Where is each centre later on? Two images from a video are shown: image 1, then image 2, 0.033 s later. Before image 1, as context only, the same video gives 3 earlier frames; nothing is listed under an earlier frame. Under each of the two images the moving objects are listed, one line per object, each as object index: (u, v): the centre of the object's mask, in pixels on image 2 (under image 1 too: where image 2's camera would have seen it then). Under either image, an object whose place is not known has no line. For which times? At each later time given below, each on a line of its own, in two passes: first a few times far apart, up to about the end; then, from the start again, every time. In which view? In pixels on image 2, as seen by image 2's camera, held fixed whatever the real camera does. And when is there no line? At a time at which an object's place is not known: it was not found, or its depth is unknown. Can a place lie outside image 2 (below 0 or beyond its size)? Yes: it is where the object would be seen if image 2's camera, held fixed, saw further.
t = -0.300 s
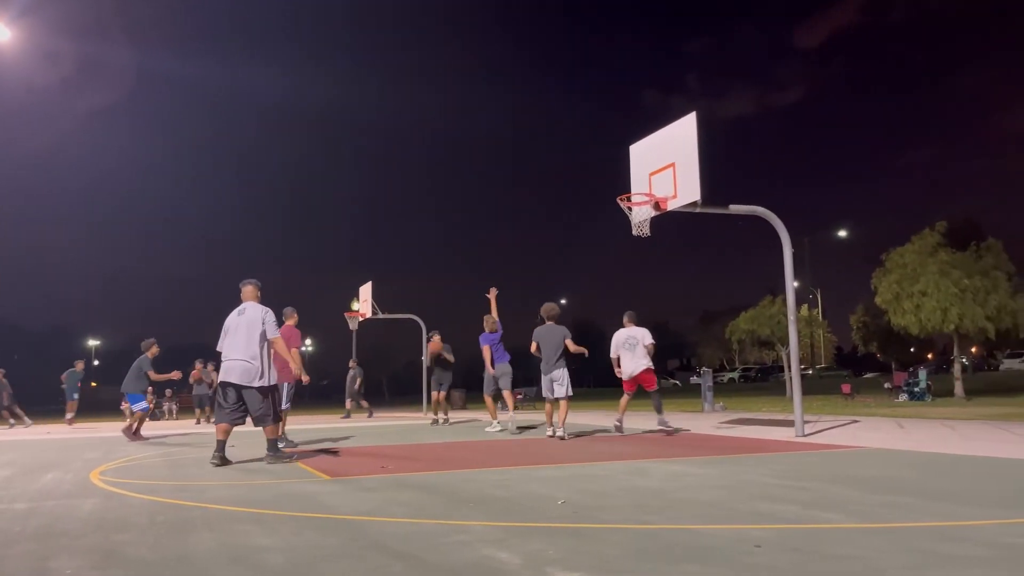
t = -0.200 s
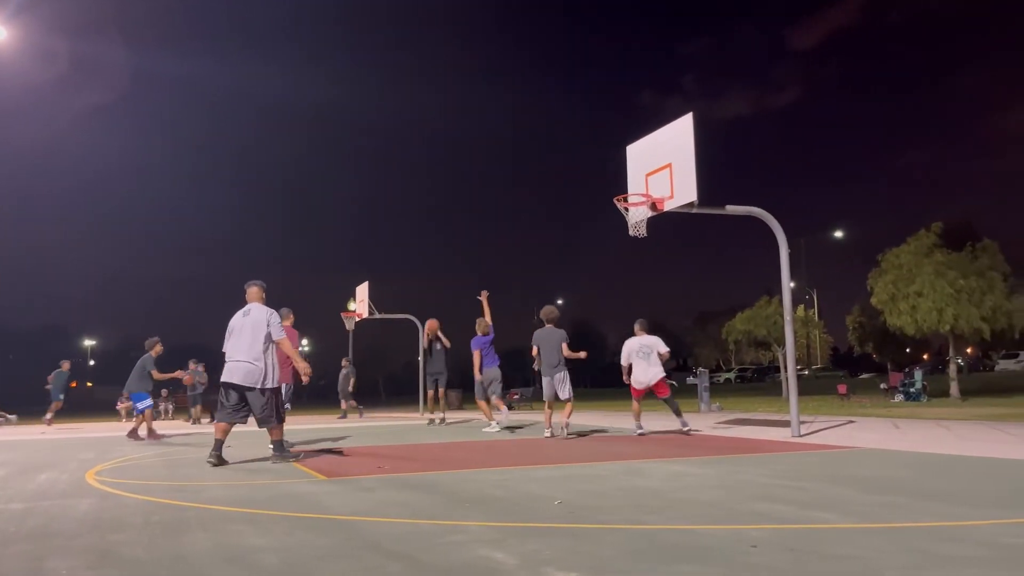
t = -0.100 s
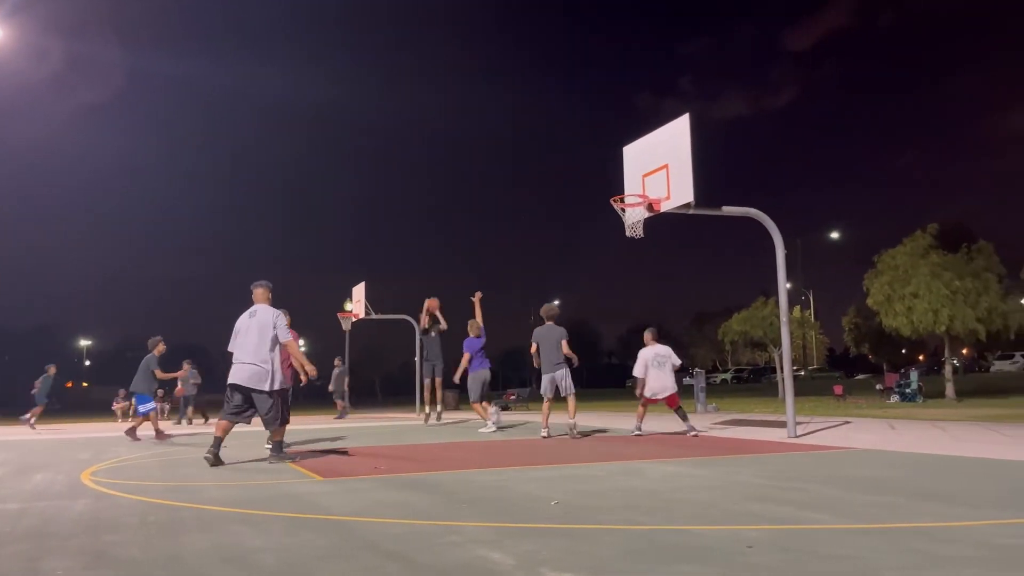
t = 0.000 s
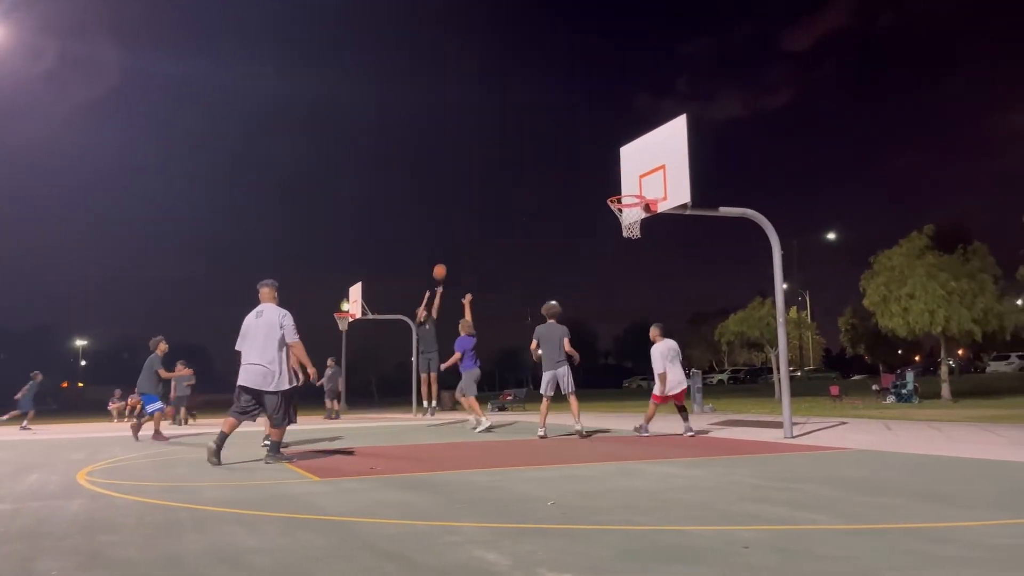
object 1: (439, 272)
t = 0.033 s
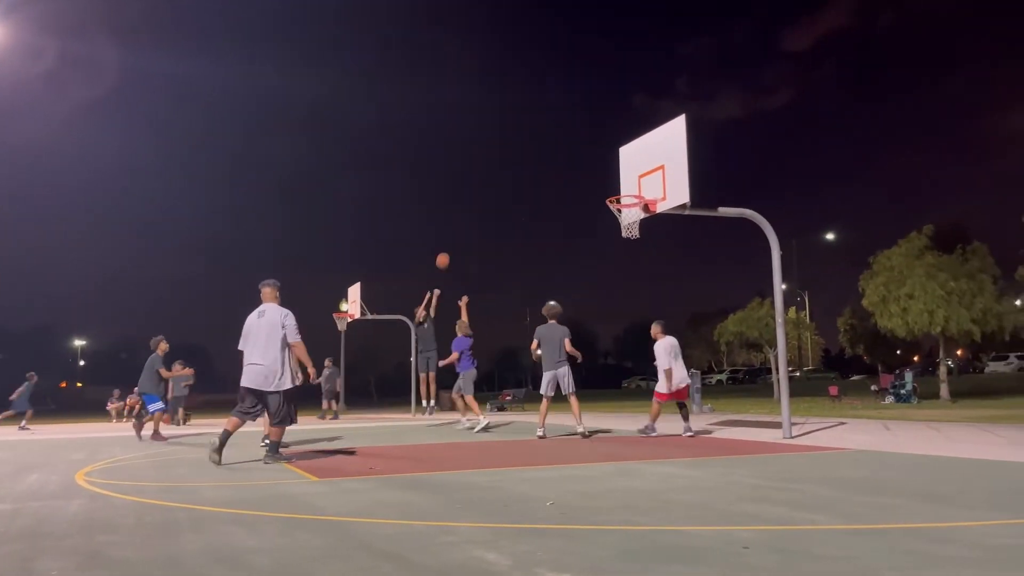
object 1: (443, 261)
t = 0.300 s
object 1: (479, 185)
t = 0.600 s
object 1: (528, 138)
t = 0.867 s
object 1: (581, 137)
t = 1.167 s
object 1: (655, 186)
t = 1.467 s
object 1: (646, 184)
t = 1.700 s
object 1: (641, 237)
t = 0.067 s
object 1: (447, 250)
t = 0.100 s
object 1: (452, 239)
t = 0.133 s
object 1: (456, 229)
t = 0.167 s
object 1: (460, 219)
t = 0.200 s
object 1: (465, 210)
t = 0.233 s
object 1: (469, 201)
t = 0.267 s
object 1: (474, 193)
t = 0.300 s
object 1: (479, 185)
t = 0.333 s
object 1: (484, 178)
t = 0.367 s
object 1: (489, 171)
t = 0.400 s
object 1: (494, 164)
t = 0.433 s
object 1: (499, 158)
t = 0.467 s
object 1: (505, 153)
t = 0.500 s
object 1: (510, 148)
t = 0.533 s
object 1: (516, 145)
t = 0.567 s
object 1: (522, 140)
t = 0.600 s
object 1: (528, 138)
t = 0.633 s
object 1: (534, 135)
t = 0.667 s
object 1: (540, 133)
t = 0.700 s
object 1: (546, 132)
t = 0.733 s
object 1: (553, 132)
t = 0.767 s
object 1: (559, 132)
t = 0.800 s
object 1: (566, 133)
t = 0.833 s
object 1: (573, 135)
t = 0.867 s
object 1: (581, 137)
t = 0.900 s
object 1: (589, 141)
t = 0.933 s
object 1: (597, 145)
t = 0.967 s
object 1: (604, 150)
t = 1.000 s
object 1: (612, 156)
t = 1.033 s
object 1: (620, 162)
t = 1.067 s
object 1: (630, 171)
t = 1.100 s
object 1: (638, 181)
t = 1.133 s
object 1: (648, 191)
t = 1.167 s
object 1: (655, 186)
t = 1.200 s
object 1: (654, 182)
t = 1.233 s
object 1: (653, 180)
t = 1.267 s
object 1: (652, 177)
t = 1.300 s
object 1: (651, 176)
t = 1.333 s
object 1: (649, 176)
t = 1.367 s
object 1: (648, 176)
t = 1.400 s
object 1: (648, 178)
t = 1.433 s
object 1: (648, 181)
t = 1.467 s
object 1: (646, 184)
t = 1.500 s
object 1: (646, 188)
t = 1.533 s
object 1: (645, 193)
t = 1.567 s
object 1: (644, 200)
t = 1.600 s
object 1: (643, 208)
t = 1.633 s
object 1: (642, 216)
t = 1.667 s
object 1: (641, 226)
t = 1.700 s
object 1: (641, 237)
